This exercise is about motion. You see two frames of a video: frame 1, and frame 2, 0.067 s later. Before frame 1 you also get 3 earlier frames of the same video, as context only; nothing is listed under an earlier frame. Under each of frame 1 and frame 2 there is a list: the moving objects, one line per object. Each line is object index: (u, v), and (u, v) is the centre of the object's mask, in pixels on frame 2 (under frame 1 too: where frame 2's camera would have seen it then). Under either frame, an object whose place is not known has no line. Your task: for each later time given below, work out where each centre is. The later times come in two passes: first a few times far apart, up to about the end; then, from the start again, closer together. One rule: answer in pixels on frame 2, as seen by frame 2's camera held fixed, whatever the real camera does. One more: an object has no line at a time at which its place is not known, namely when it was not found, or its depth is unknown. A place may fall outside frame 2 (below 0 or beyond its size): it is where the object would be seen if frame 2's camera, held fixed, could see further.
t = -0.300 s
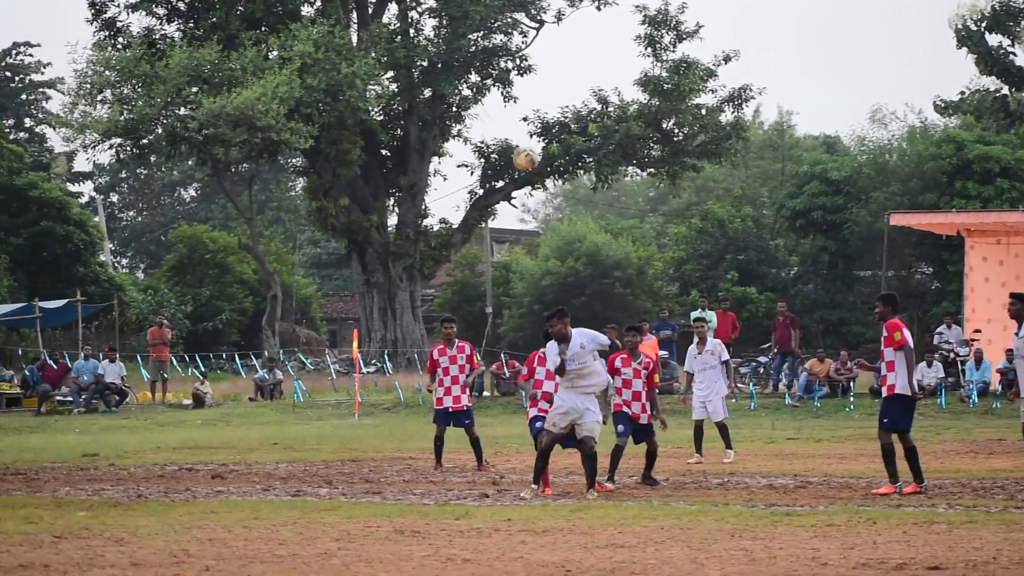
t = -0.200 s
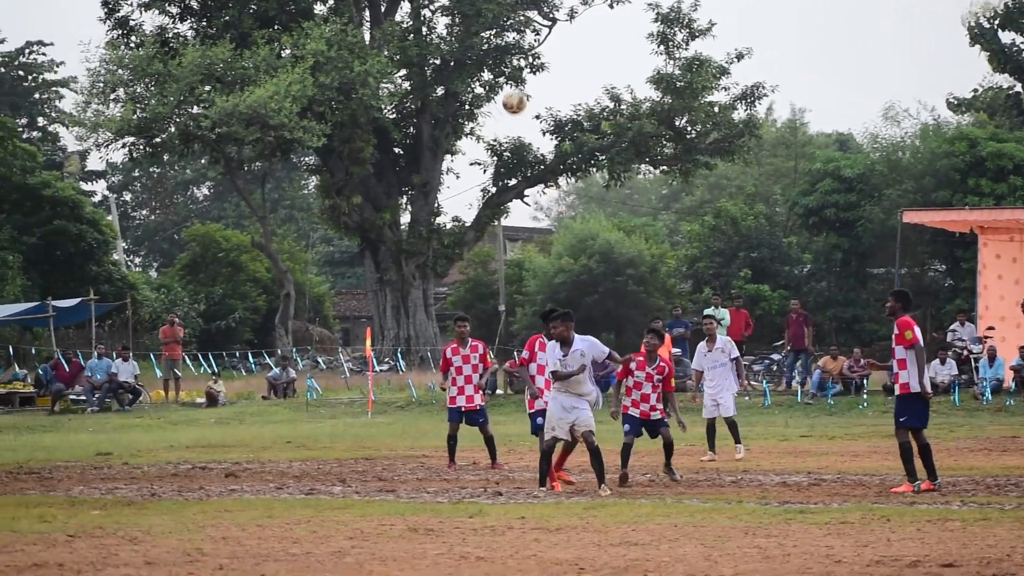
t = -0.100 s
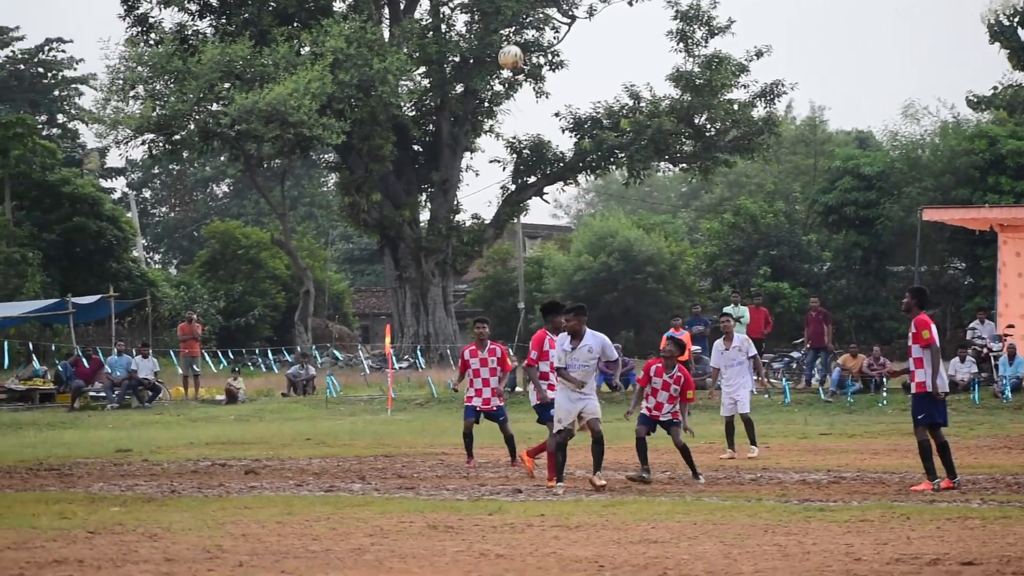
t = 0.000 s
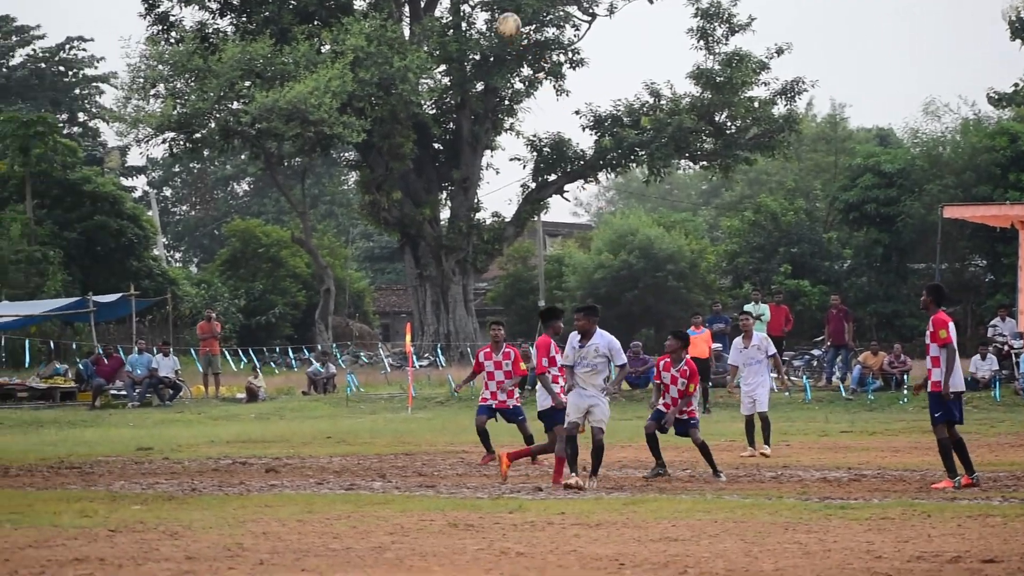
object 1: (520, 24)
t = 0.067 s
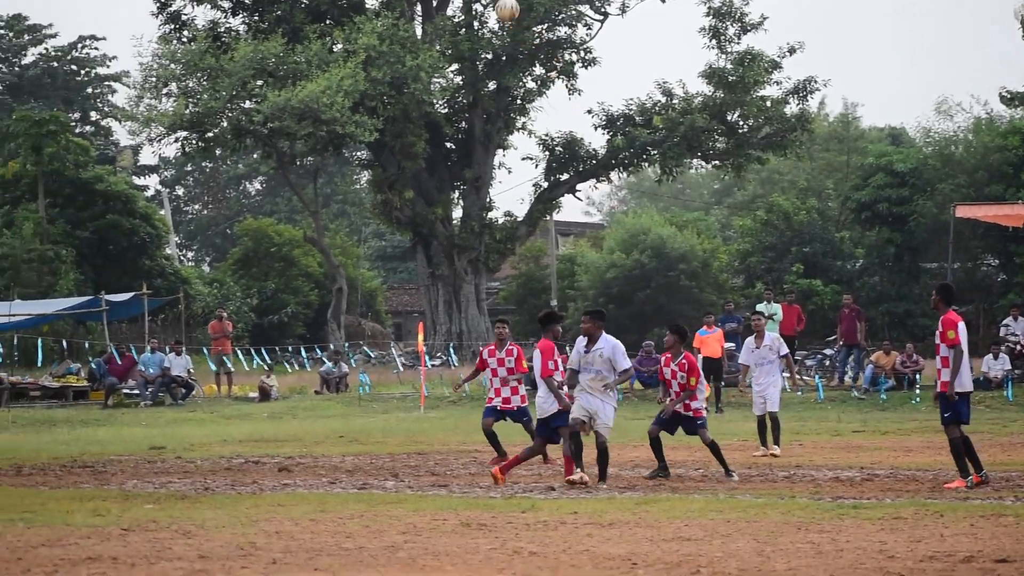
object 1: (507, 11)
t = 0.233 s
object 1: (474, 0)
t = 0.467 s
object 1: (432, 20)
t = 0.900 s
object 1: (361, 199)
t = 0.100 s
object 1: (501, 7)
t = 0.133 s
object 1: (494, 5)
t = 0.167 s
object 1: (487, 3)
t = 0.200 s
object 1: (481, 1)
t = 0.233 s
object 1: (474, 0)
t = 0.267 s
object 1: (468, -1)
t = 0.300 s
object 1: (462, -1)
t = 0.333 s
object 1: (455, 1)
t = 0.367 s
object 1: (449, 3)
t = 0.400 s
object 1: (442, 9)
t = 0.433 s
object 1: (436, 14)
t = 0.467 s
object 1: (432, 20)
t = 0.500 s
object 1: (425, 30)
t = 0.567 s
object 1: (413, 49)
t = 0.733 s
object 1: (386, 113)
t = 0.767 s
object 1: (381, 128)
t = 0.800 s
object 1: (376, 144)
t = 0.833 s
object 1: (371, 162)
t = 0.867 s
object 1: (366, 180)
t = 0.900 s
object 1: (361, 199)
